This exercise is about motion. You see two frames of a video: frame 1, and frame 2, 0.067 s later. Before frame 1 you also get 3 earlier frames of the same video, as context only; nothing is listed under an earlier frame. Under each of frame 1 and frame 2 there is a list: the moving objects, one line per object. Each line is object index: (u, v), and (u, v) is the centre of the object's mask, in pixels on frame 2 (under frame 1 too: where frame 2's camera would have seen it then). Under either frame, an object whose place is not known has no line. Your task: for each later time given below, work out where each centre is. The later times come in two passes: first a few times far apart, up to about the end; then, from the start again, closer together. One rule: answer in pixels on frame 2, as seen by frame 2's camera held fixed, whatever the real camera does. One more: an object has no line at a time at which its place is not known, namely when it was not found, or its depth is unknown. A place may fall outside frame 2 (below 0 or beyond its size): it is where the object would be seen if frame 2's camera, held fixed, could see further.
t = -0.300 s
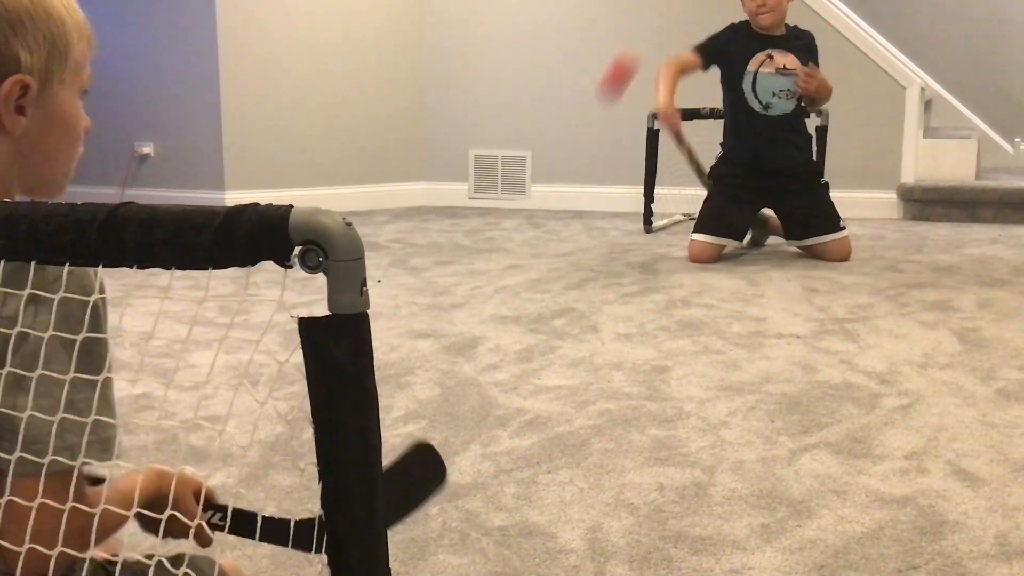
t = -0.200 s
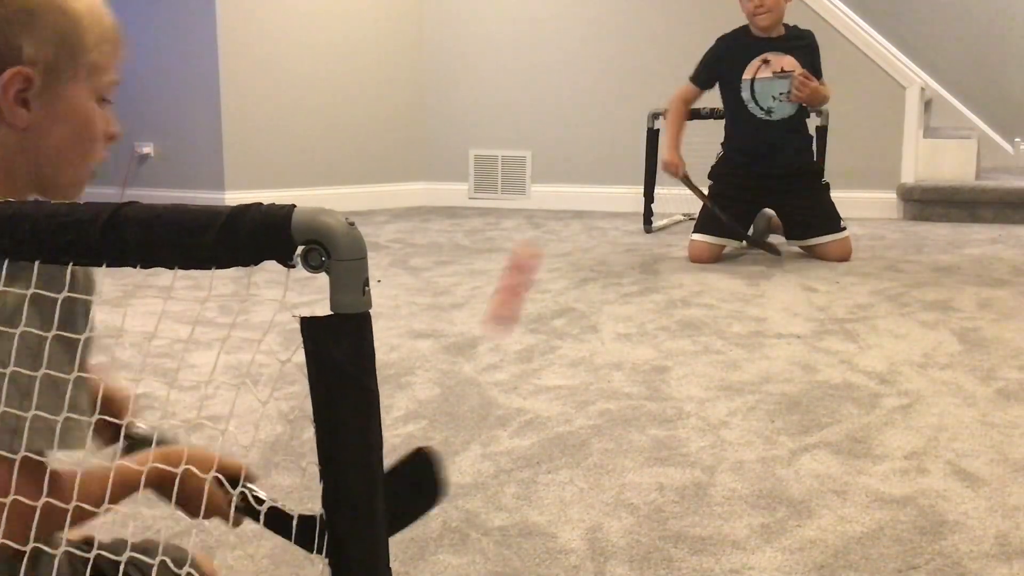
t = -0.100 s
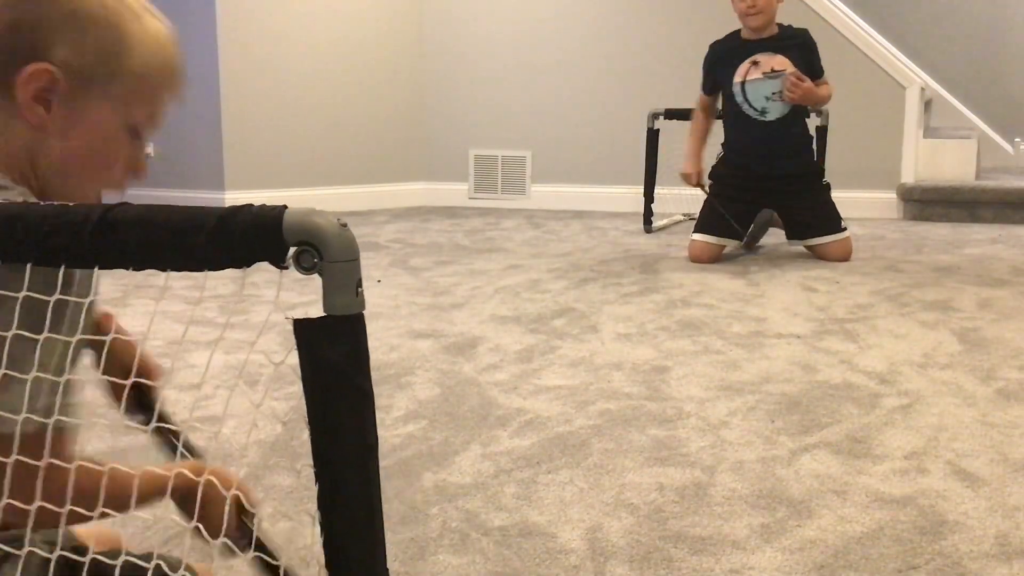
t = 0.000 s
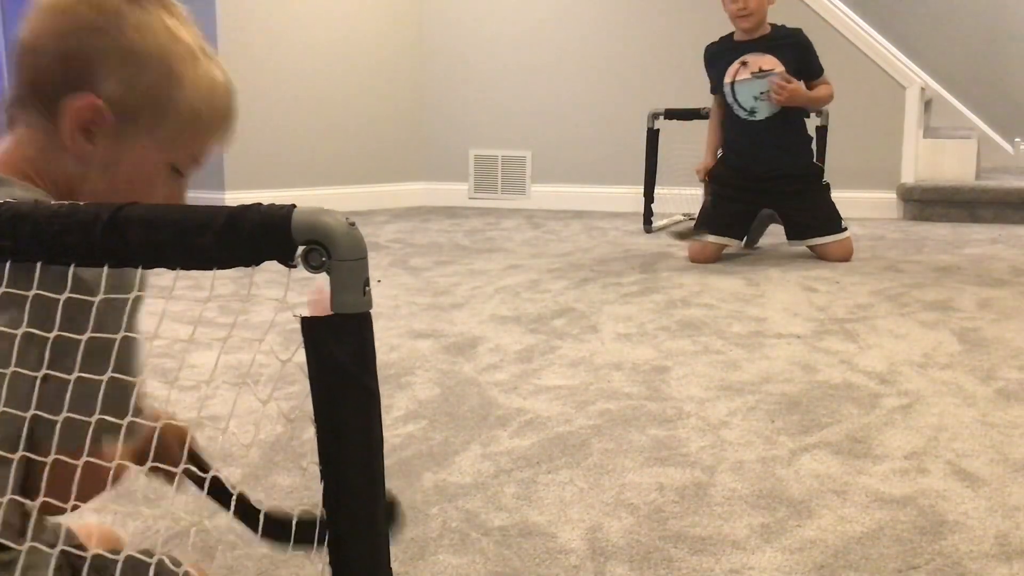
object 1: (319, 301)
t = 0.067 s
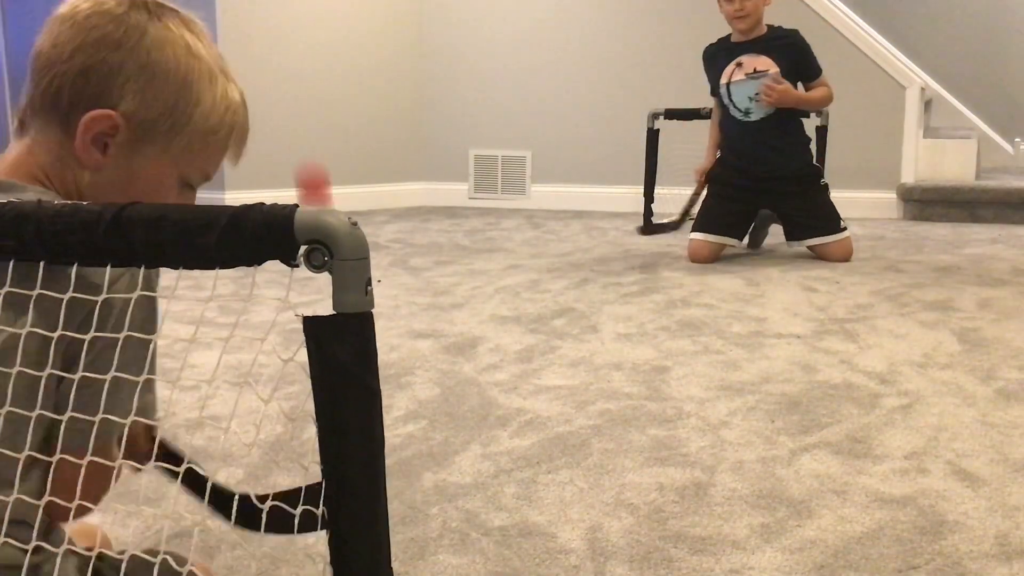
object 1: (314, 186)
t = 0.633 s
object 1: (271, 275)
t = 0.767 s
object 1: (249, 273)
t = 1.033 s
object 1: (181, 288)
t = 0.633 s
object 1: (271, 275)
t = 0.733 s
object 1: (257, 287)
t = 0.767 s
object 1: (249, 273)
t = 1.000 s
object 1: (188, 276)
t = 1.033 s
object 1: (181, 288)
